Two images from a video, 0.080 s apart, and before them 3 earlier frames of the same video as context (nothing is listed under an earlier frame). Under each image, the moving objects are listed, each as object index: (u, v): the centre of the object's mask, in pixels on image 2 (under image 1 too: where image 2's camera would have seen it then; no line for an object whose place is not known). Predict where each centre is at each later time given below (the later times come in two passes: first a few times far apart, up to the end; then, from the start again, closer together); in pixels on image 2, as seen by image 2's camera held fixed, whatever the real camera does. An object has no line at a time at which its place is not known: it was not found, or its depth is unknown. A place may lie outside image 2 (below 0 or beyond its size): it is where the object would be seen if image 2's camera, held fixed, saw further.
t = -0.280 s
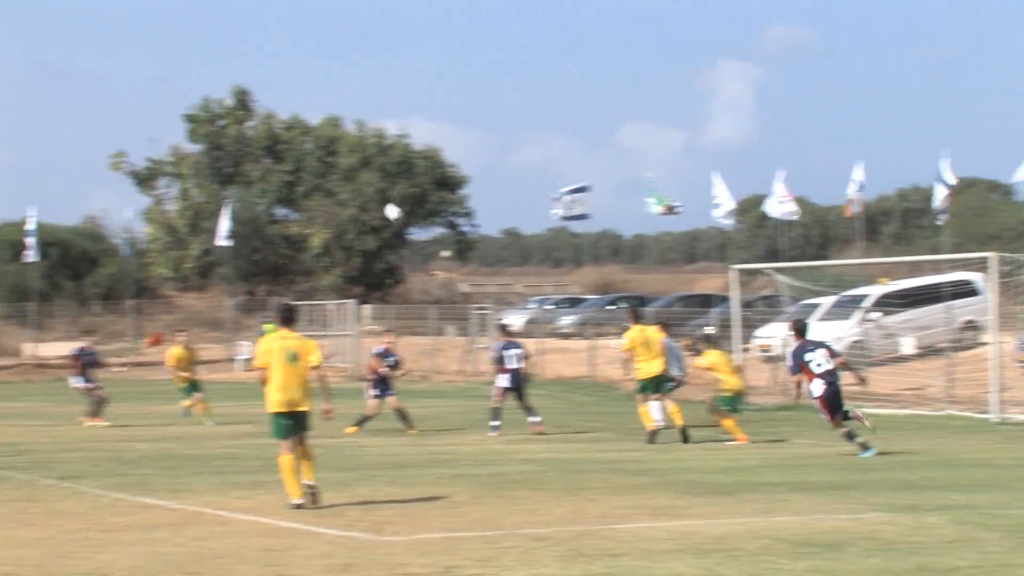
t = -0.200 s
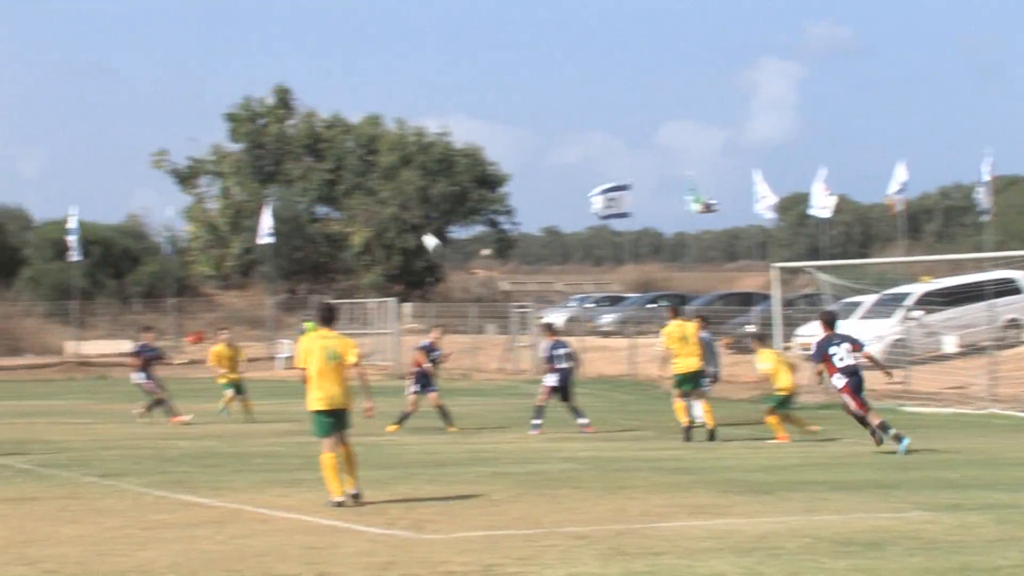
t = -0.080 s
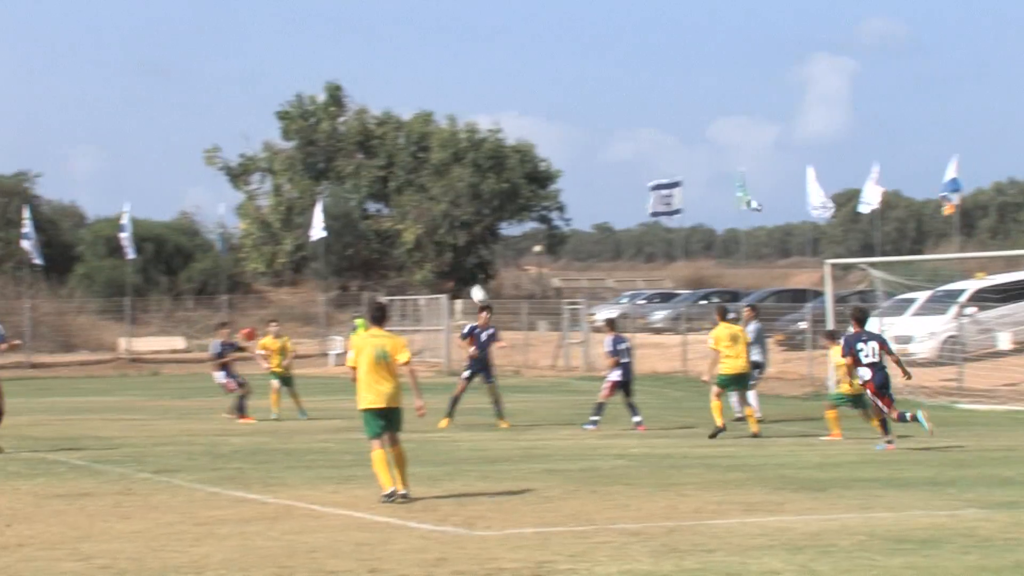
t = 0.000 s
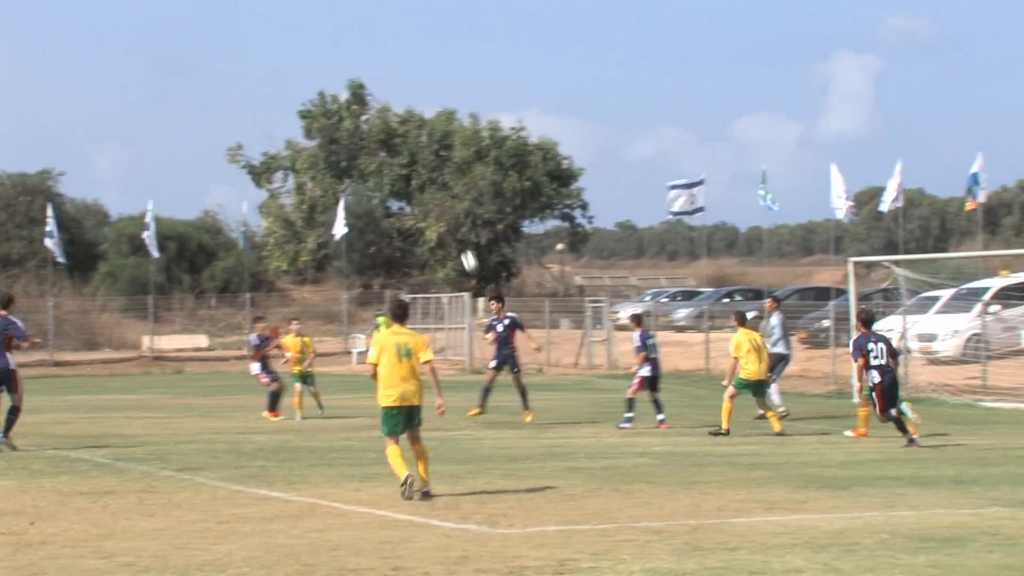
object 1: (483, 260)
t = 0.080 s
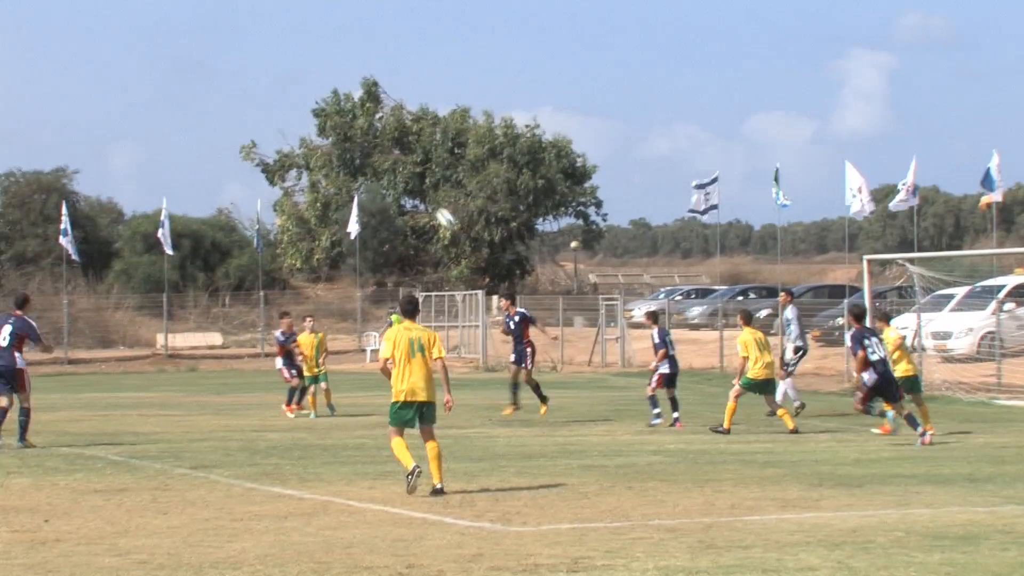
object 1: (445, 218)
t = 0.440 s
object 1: (272, 84)
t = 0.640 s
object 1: (170, 42)
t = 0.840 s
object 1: (57, 22)
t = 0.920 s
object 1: (8, 22)
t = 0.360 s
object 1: (310, 106)
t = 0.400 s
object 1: (292, 95)
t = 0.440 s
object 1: (272, 84)
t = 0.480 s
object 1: (253, 74)
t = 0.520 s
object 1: (233, 64)
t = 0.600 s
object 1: (192, 48)
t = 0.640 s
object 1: (170, 42)
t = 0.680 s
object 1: (149, 36)
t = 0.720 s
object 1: (126, 30)
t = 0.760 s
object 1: (103, 26)
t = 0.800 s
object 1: (80, 23)
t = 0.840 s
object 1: (57, 22)
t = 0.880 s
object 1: (32, 21)
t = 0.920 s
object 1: (8, 22)
